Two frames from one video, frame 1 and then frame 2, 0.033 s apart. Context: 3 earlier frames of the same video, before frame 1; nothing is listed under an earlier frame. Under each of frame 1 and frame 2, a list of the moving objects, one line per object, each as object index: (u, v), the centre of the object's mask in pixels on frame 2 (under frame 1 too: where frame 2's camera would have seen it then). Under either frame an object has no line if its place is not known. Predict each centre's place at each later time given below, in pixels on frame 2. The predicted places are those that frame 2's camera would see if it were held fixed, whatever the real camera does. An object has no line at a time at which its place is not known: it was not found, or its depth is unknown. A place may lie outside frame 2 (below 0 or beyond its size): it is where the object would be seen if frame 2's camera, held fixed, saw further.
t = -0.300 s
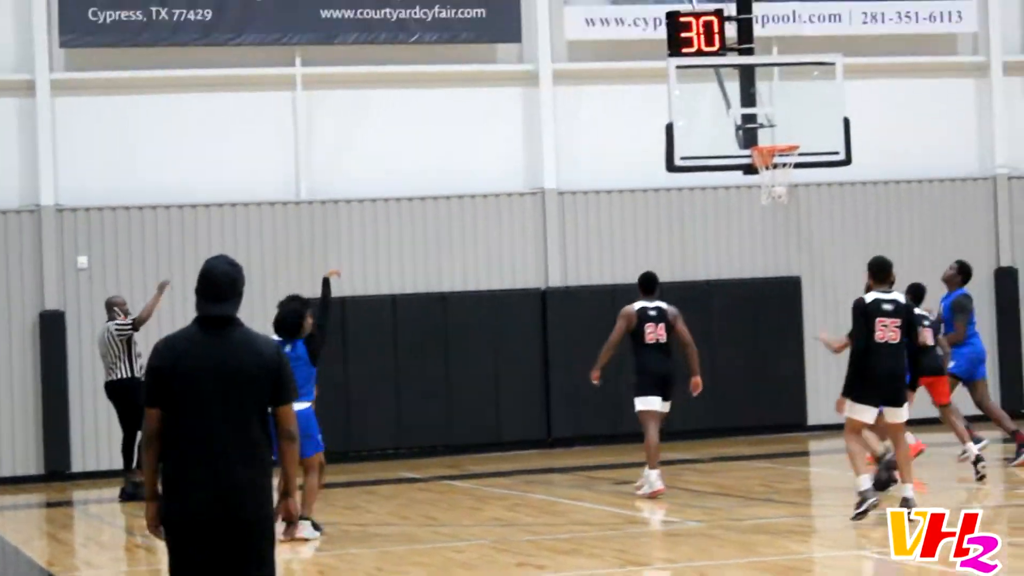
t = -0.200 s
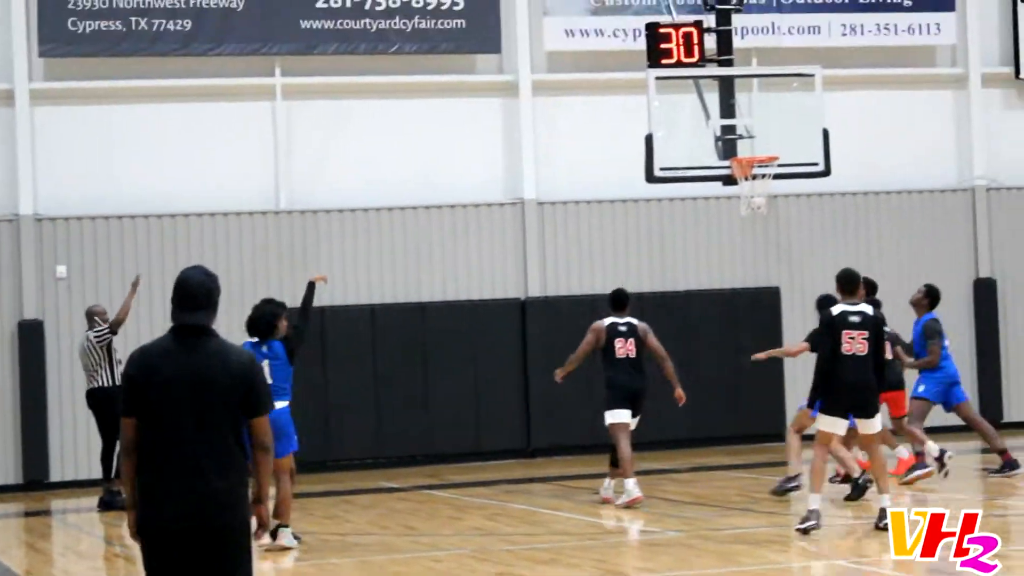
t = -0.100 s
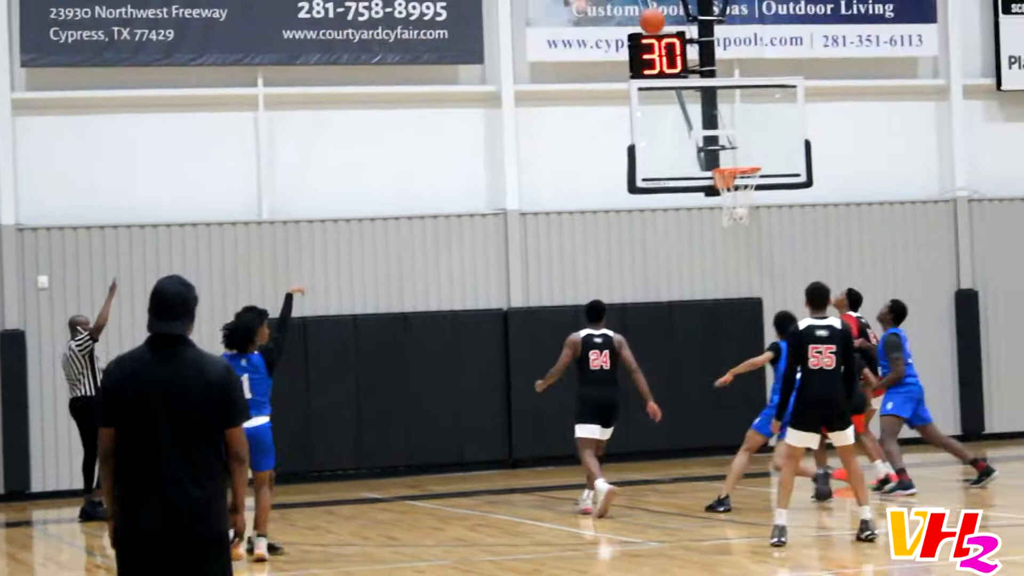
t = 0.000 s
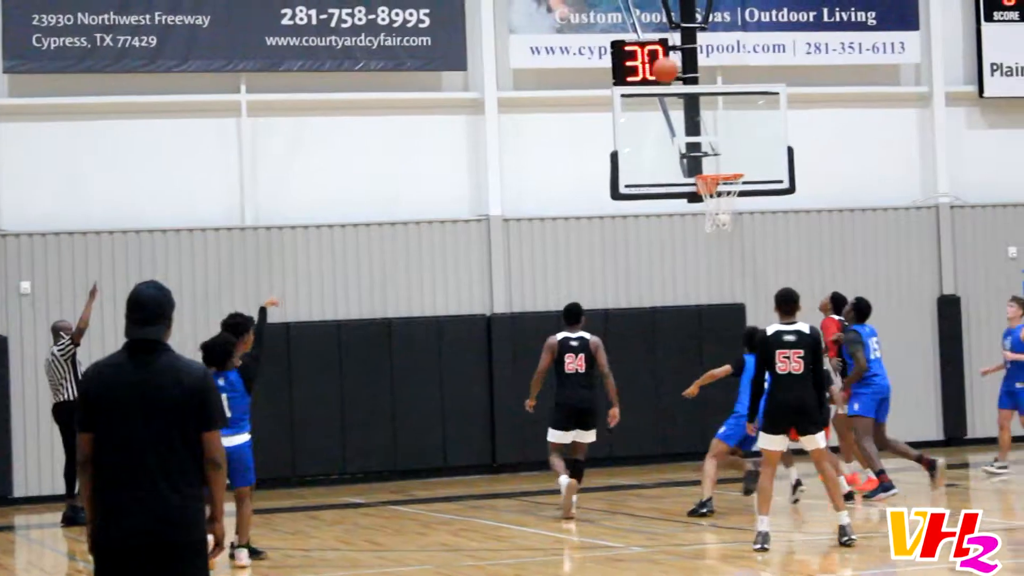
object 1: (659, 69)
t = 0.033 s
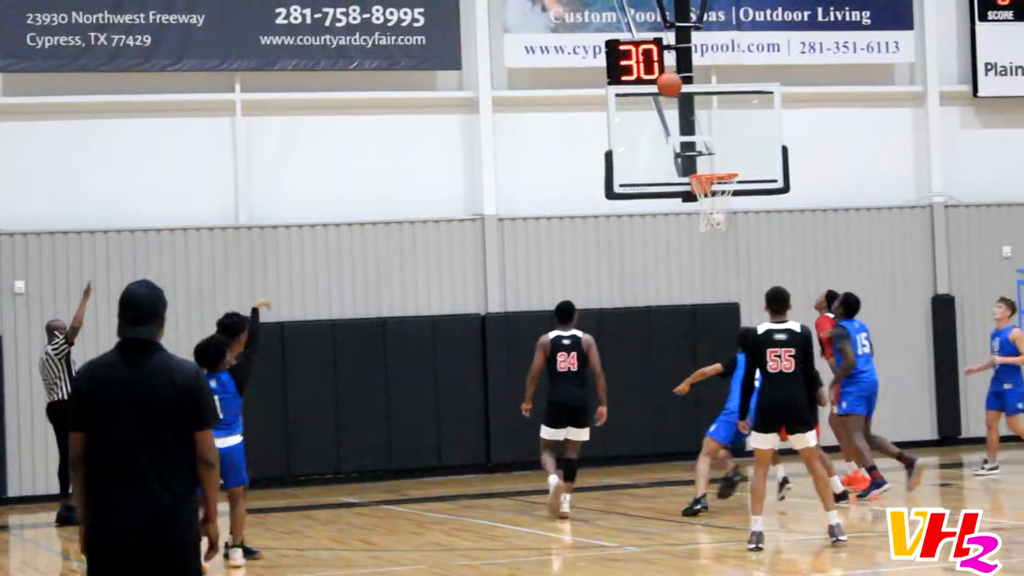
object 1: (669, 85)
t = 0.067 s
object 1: (679, 102)
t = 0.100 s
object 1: (689, 119)
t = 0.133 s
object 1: (697, 137)
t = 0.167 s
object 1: (705, 157)
